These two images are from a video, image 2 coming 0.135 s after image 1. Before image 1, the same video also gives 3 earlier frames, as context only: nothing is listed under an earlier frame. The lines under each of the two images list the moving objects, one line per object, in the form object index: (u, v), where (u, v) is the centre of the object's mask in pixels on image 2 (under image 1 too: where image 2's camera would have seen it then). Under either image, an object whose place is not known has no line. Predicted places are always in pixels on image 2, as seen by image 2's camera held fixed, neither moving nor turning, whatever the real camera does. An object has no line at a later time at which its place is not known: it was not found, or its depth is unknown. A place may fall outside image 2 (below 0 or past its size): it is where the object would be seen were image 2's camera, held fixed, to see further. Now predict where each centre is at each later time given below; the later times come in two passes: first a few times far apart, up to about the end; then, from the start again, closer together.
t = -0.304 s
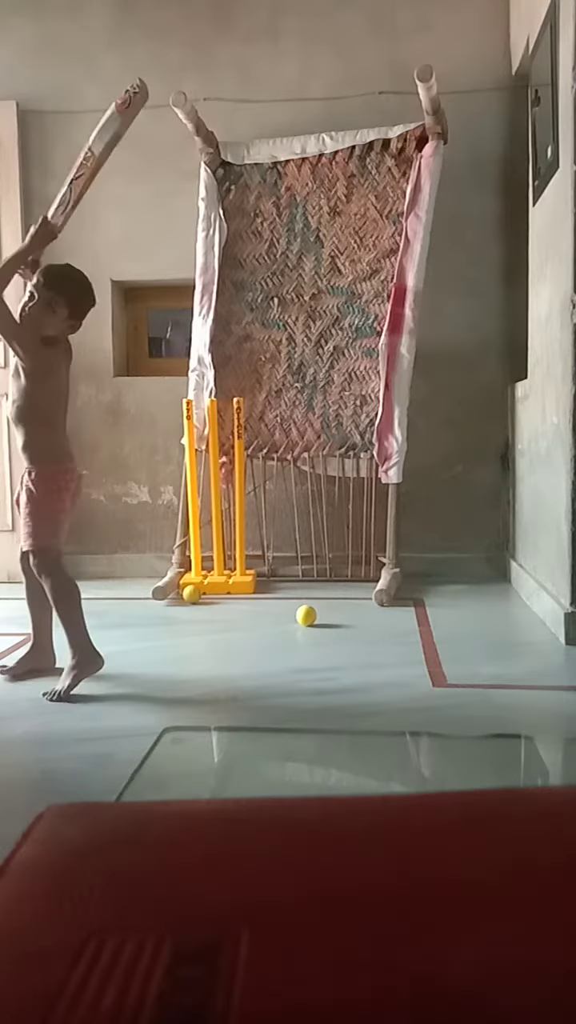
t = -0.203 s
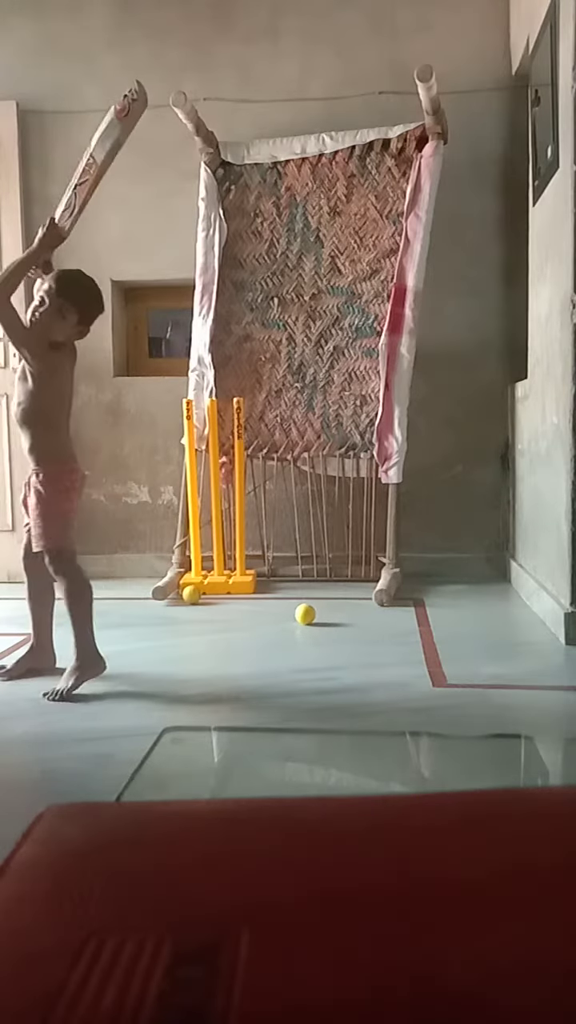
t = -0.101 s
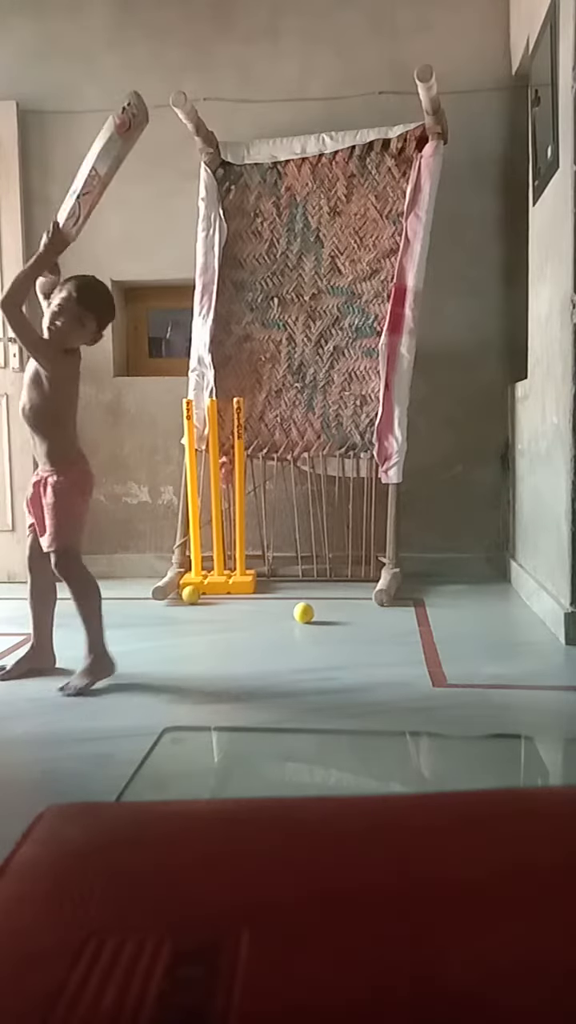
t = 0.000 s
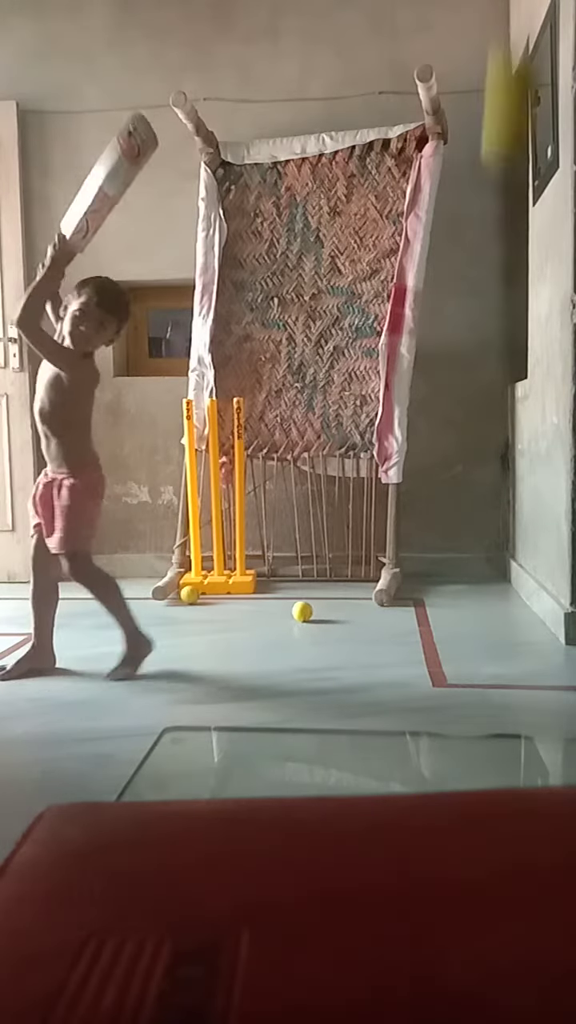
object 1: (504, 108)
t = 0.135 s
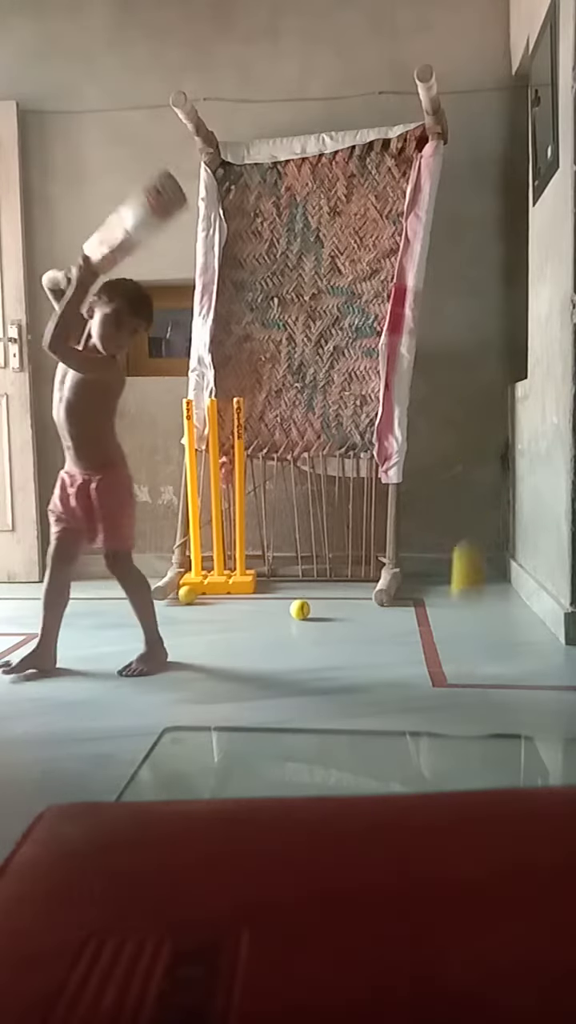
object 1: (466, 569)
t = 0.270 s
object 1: (448, 555)
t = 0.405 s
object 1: (440, 416)
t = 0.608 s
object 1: (426, 362)
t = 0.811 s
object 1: (414, 427)
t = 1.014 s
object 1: (425, 512)
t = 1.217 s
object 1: (445, 560)
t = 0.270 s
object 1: (448, 555)
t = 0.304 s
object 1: (446, 509)
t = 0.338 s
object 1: (445, 472)
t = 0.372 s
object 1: (442, 441)
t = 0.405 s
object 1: (440, 416)
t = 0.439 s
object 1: (438, 395)
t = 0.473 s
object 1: (435, 381)
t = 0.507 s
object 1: (433, 370)
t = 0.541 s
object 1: (430, 364)
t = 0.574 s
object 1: (428, 362)
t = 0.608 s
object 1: (426, 362)
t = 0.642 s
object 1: (424, 367)
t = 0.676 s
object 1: (422, 374)
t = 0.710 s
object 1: (420, 384)
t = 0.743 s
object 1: (418, 396)
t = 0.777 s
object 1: (415, 411)
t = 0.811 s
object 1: (414, 427)
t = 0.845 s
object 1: (415, 445)
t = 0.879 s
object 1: (415, 464)
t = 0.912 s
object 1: (416, 479)
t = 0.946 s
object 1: (419, 488)
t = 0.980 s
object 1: (423, 499)
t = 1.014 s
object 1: (425, 512)
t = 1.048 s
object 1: (427, 530)
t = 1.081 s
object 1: (431, 550)
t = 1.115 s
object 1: (434, 573)
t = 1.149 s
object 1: (437, 583)
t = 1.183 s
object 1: (441, 571)
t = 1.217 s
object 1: (445, 560)
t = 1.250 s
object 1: (448, 553)
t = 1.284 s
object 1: (452, 548)
